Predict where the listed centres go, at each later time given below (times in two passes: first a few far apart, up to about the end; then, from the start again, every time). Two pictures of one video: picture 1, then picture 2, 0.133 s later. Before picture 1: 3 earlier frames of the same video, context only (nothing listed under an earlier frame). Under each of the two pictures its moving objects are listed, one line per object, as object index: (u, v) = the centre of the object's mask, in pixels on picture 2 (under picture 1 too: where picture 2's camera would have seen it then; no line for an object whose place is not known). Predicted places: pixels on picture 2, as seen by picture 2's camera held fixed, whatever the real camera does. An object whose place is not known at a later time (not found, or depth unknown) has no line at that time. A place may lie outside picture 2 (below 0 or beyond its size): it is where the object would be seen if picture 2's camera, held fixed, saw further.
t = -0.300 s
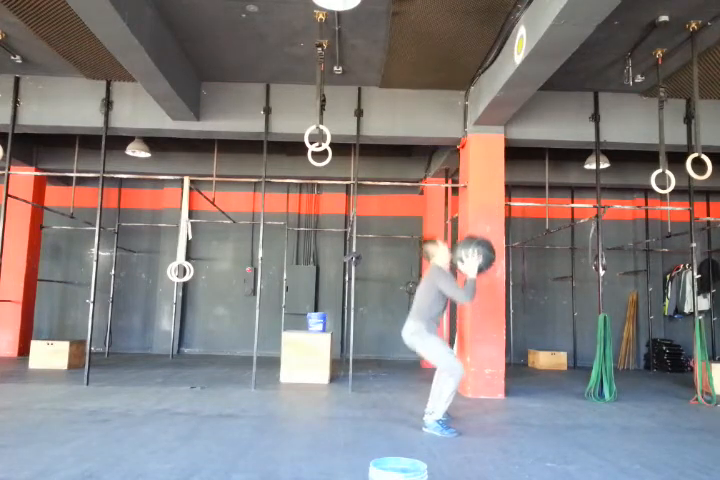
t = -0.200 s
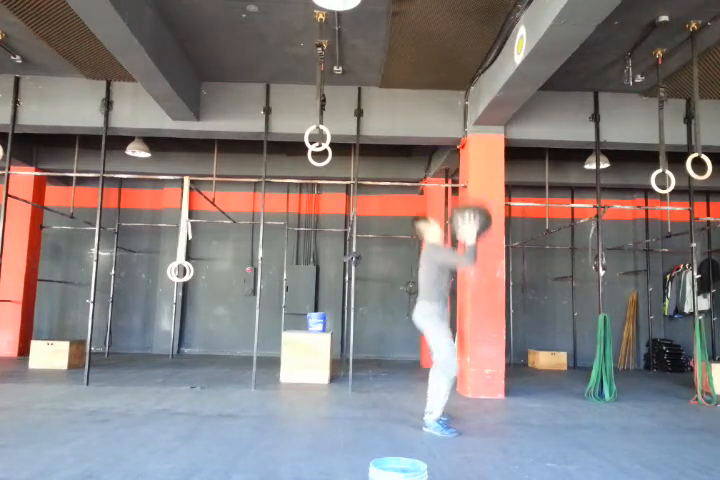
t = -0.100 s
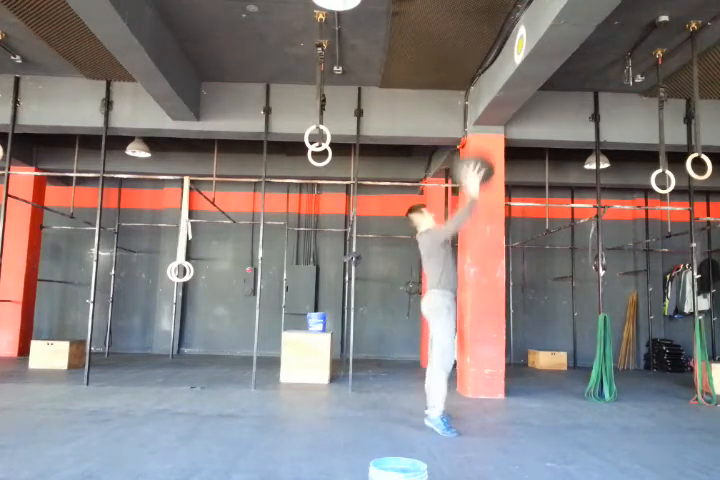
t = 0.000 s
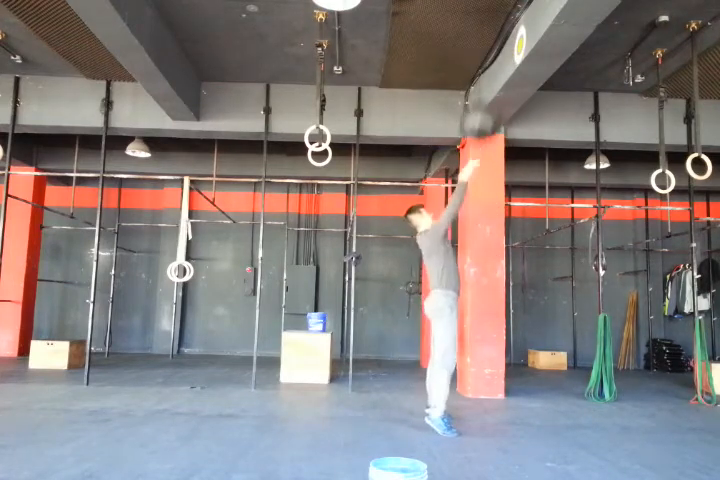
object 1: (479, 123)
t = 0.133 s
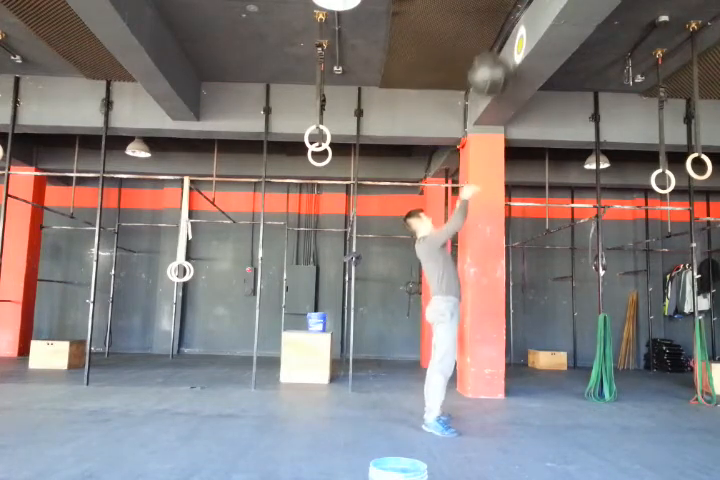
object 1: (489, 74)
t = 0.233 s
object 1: (496, 53)
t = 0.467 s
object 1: (495, 49)
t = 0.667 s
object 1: (485, 95)
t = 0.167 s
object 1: (492, 66)
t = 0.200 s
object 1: (494, 59)
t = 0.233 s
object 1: (496, 53)
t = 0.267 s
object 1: (499, 48)
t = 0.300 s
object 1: (501, 44)
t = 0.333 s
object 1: (501, 43)
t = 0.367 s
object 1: (500, 42)
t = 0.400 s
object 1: (498, 43)
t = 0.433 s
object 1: (496, 46)
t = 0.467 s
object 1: (495, 49)
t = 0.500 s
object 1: (494, 53)
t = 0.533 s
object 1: (492, 58)
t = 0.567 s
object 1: (491, 64)
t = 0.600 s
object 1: (489, 73)
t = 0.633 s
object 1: (487, 83)
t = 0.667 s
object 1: (485, 95)
